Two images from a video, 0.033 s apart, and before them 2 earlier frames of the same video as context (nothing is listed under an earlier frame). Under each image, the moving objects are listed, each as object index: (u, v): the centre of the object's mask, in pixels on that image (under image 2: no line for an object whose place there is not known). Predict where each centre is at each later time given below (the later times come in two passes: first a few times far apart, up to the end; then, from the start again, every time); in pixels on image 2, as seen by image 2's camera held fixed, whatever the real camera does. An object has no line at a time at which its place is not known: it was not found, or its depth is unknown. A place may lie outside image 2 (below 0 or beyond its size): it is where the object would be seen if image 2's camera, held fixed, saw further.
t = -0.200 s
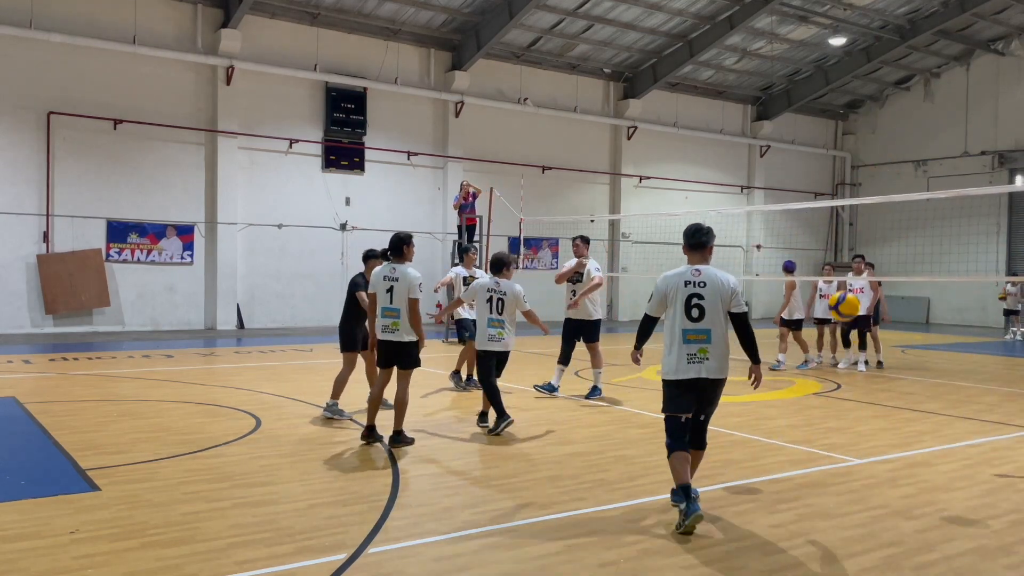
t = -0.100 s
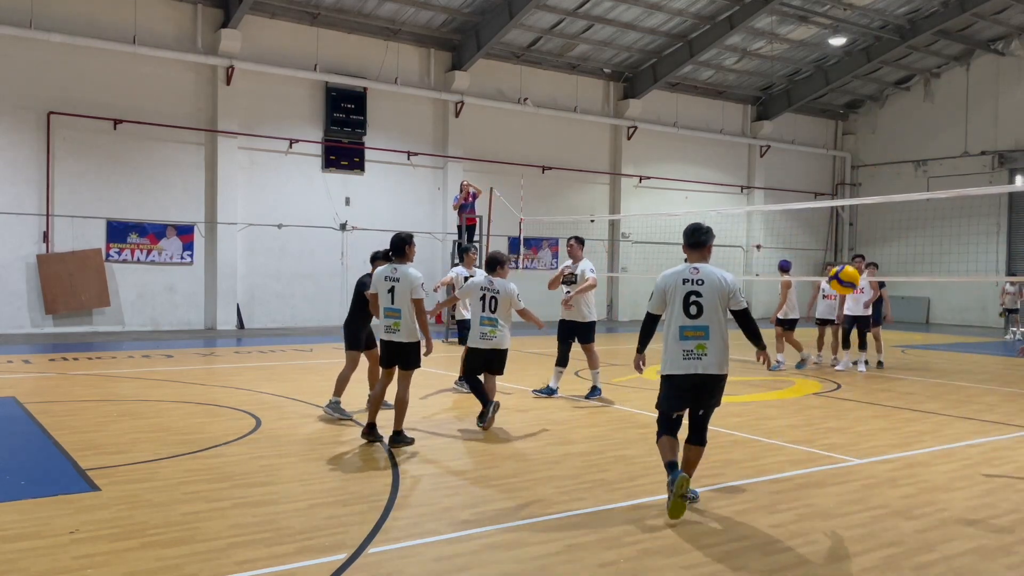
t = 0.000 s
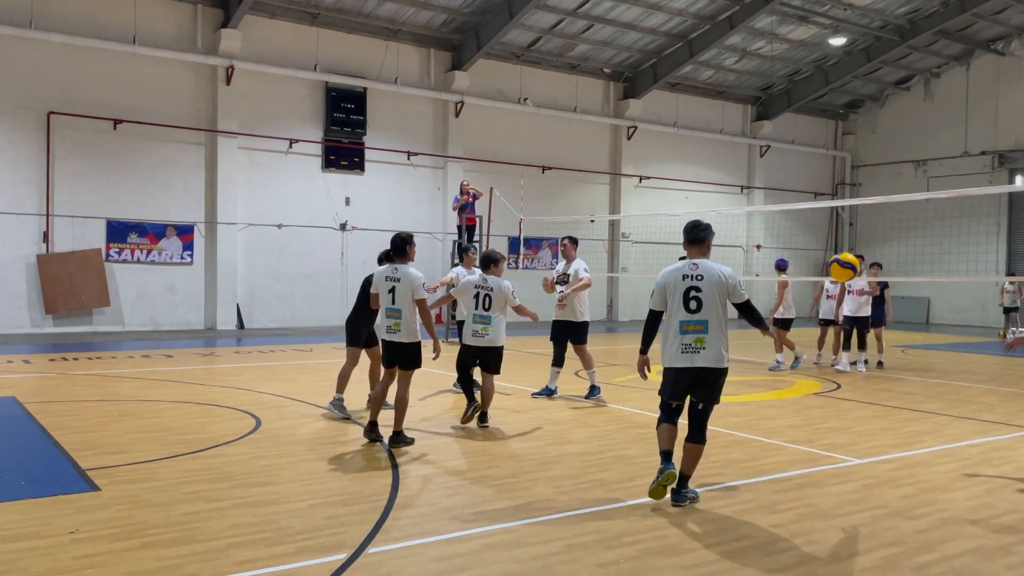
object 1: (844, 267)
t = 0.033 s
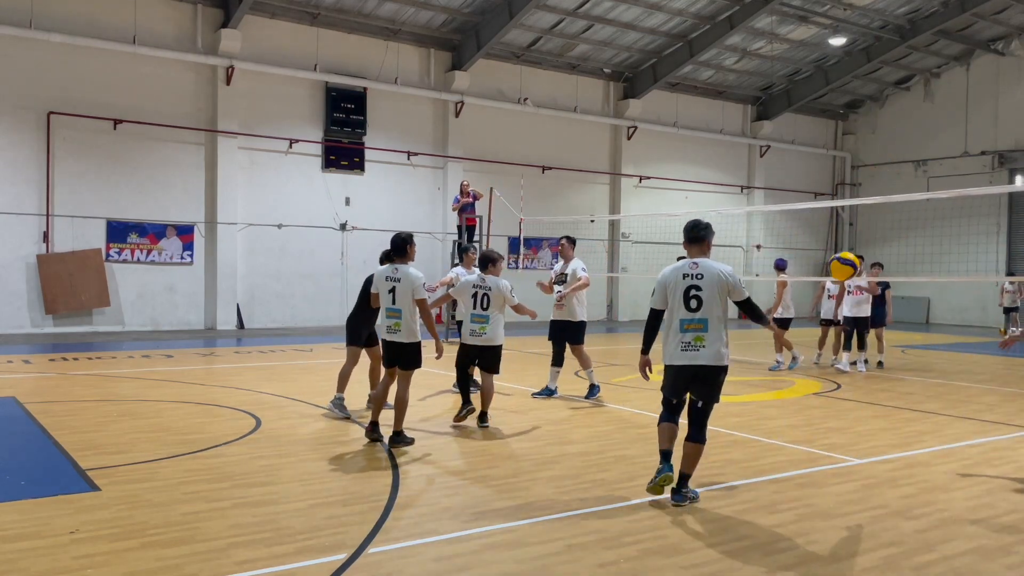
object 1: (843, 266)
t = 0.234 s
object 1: (842, 291)
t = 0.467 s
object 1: (839, 382)
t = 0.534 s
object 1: (838, 420)
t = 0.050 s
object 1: (843, 266)
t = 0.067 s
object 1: (844, 267)
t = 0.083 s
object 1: (844, 267)
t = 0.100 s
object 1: (843, 269)
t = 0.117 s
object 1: (843, 270)
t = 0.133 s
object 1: (843, 272)
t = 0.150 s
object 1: (843, 274)
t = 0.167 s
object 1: (843, 276)
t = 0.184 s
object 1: (842, 279)
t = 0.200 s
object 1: (841, 283)
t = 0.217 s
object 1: (842, 287)
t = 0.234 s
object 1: (842, 291)
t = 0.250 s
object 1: (841, 295)
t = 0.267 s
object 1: (841, 300)
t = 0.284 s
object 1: (842, 305)
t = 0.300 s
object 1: (841, 311)
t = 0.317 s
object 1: (840, 316)
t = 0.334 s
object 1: (840, 322)
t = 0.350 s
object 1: (841, 329)
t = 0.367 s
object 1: (840, 335)
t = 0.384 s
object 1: (840, 342)
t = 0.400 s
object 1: (840, 349)
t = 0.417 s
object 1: (839, 357)
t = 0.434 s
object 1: (839, 365)
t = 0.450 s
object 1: (839, 373)
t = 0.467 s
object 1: (839, 382)
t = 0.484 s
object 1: (839, 391)
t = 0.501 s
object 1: (838, 401)
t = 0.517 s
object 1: (838, 410)
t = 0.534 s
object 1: (838, 420)
